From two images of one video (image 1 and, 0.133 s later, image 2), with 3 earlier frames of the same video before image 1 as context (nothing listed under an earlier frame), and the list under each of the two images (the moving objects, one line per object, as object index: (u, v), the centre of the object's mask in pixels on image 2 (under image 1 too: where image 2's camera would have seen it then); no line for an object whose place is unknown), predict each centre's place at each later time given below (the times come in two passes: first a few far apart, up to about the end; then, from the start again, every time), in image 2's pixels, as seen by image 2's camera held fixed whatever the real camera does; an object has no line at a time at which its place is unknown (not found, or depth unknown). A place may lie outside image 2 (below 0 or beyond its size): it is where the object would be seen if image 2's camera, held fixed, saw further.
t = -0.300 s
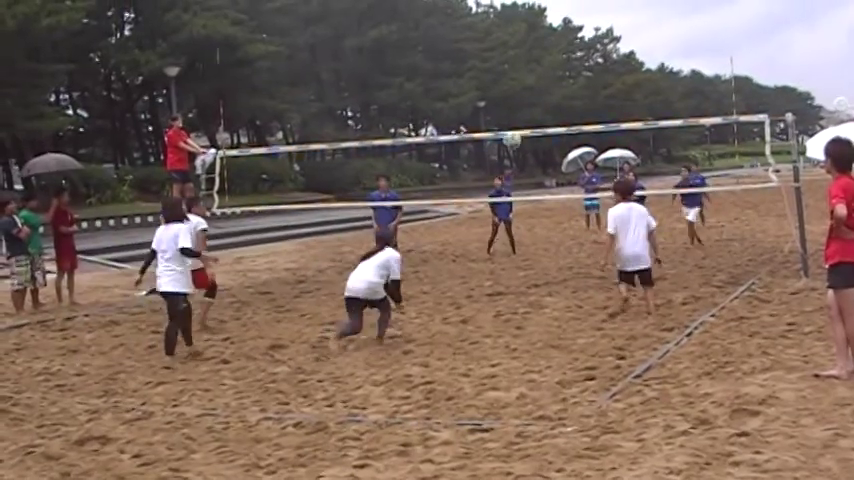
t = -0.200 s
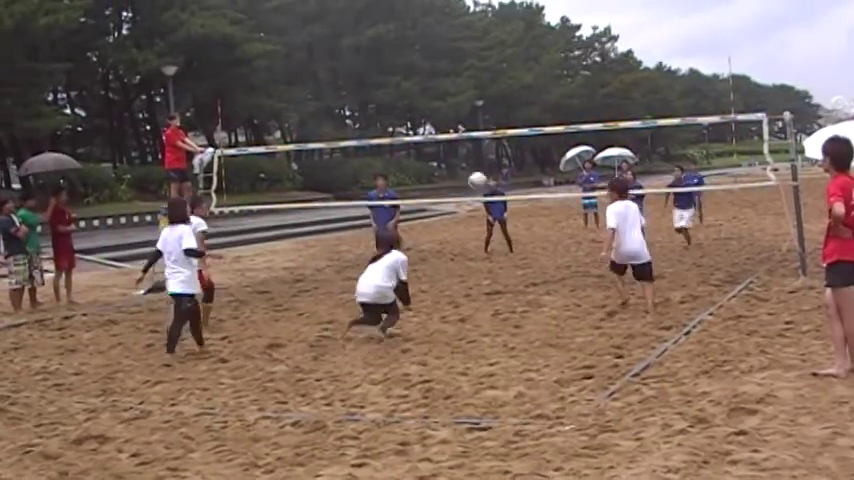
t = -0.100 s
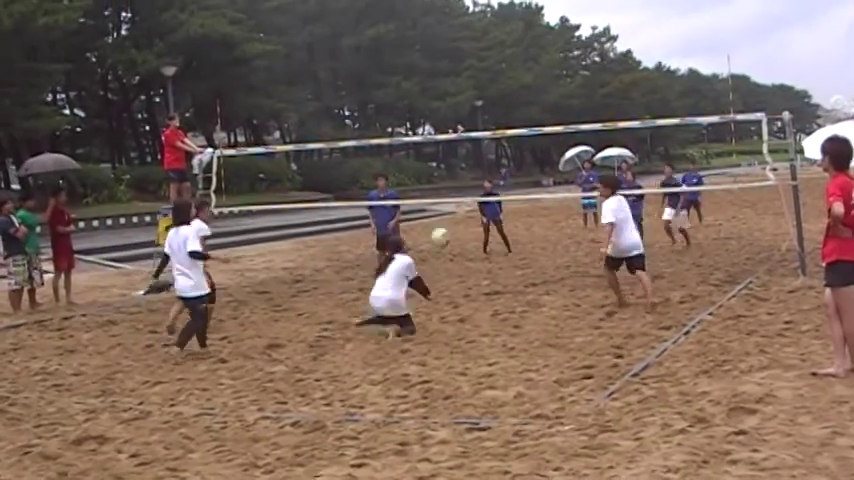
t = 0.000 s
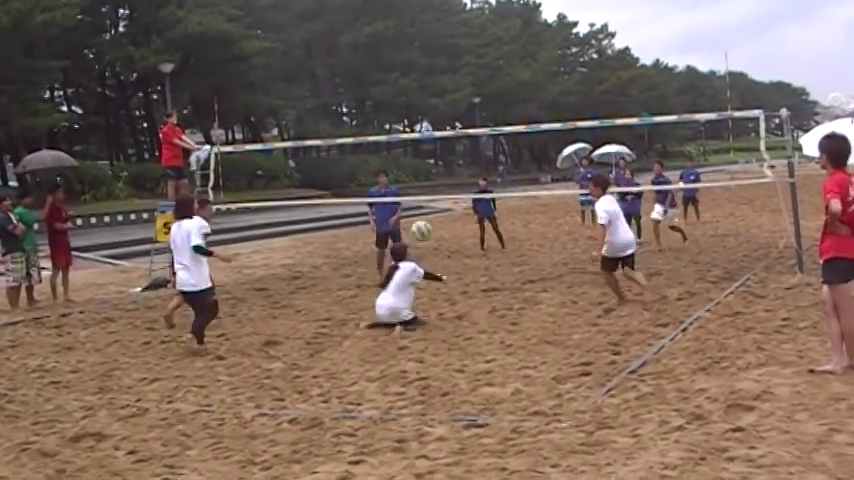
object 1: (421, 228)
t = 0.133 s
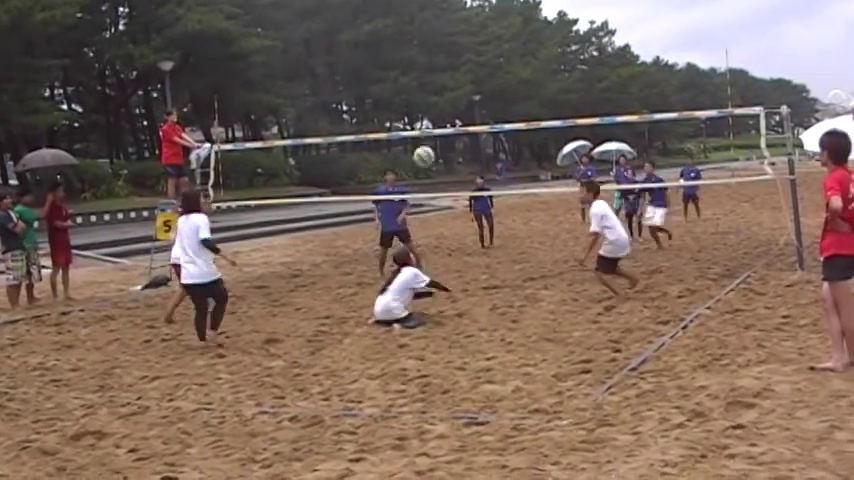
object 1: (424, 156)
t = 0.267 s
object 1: (426, 103)
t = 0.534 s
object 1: (434, 46)
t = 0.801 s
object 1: (444, 54)
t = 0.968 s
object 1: (453, 92)
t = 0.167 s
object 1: (424, 141)
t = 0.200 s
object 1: (425, 128)
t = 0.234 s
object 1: (426, 114)
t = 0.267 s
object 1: (426, 103)
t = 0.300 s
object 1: (427, 91)
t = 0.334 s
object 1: (428, 82)
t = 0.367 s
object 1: (429, 74)
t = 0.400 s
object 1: (430, 66)
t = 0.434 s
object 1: (430, 59)
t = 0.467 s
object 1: (432, 54)
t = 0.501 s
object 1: (432, 49)
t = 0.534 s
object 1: (434, 46)
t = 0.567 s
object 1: (435, 43)
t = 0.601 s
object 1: (436, 42)
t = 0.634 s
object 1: (437, 41)
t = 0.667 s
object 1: (438, 42)
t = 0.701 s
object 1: (440, 43)
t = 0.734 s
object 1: (441, 45)
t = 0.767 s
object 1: (443, 50)
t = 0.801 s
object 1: (444, 54)
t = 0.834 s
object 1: (447, 60)
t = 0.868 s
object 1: (448, 65)
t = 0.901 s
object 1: (450, 74)
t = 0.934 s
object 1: (451, 82)
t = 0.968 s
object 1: (453, 92)
